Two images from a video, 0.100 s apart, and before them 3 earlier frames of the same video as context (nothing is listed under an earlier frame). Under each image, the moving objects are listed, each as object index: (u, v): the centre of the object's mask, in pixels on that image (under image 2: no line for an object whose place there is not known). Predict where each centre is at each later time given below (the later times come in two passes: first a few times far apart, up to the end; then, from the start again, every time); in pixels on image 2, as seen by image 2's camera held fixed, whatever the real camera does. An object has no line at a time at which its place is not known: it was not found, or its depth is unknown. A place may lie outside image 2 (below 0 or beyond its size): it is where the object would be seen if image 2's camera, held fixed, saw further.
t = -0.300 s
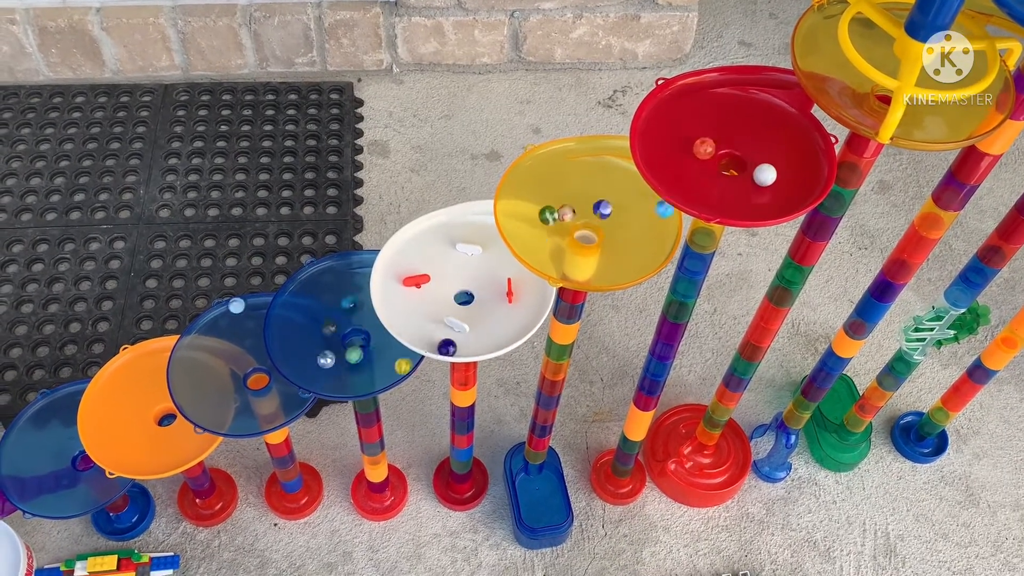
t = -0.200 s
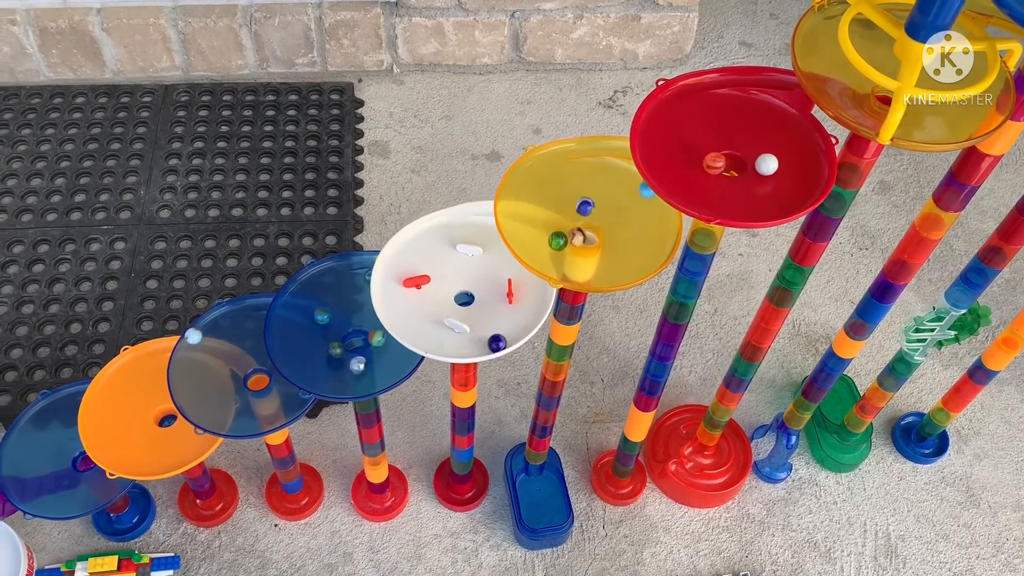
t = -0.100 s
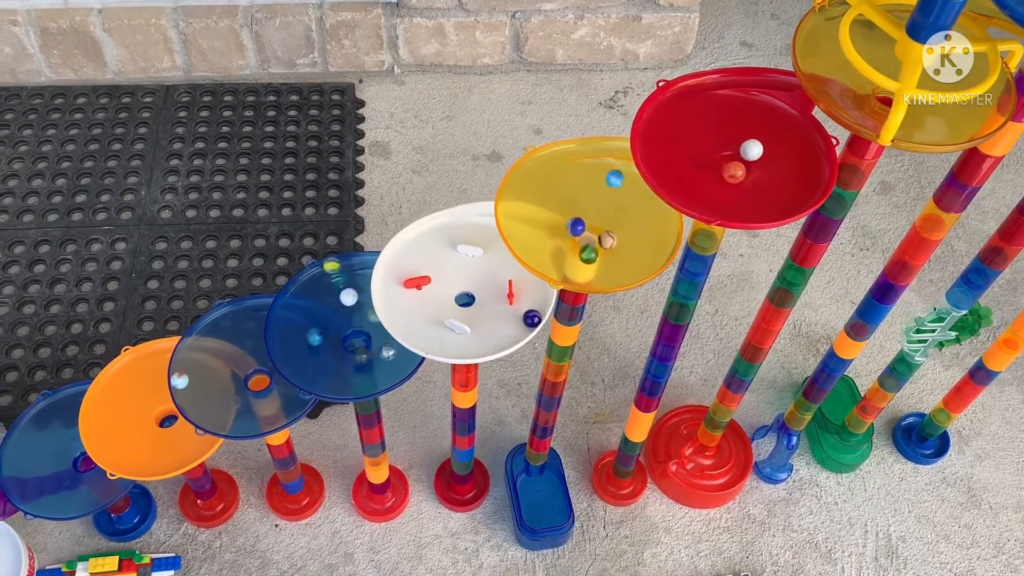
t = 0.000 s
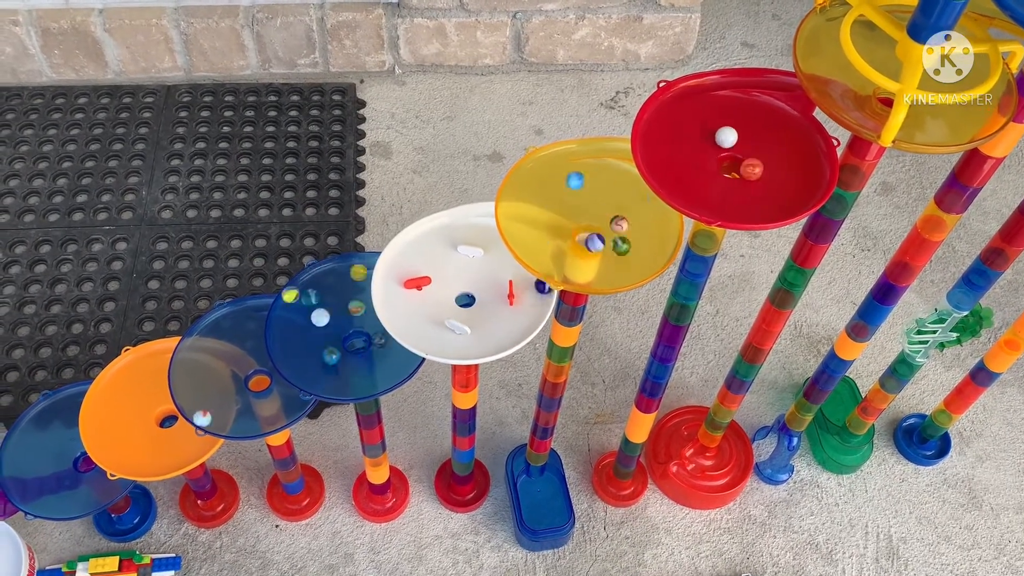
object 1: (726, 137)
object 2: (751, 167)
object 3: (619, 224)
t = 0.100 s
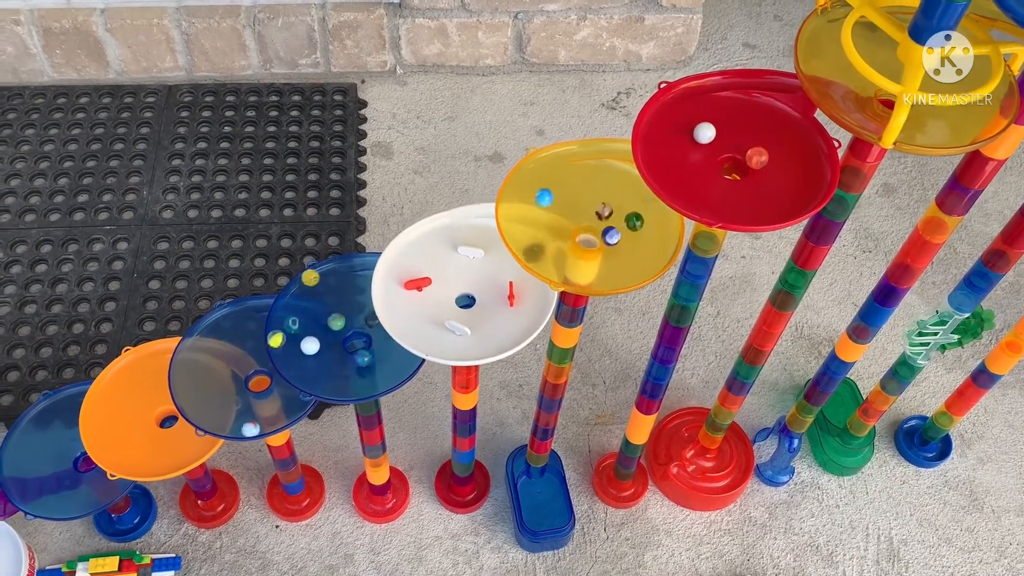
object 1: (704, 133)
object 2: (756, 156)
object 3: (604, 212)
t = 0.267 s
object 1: (689, 140)
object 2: (734, 137)
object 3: (568, 228)
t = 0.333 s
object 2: (722, 136)
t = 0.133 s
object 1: (699, 133)
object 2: (754, 151)
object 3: (594, 210)
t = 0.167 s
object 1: (694, 134)
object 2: (751, 146)
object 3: (585, 212)
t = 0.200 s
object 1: (691, 135)
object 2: (746, 142)
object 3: (576, 215)
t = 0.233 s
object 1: (690, 137)
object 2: (740, 138)
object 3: (570, 221)
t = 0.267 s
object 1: (689, 140)
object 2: (734, 137)
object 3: (568, 228)
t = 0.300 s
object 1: (691, 144)
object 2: (728, 136)
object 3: (570, 234)
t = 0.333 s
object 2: (722, 136)
